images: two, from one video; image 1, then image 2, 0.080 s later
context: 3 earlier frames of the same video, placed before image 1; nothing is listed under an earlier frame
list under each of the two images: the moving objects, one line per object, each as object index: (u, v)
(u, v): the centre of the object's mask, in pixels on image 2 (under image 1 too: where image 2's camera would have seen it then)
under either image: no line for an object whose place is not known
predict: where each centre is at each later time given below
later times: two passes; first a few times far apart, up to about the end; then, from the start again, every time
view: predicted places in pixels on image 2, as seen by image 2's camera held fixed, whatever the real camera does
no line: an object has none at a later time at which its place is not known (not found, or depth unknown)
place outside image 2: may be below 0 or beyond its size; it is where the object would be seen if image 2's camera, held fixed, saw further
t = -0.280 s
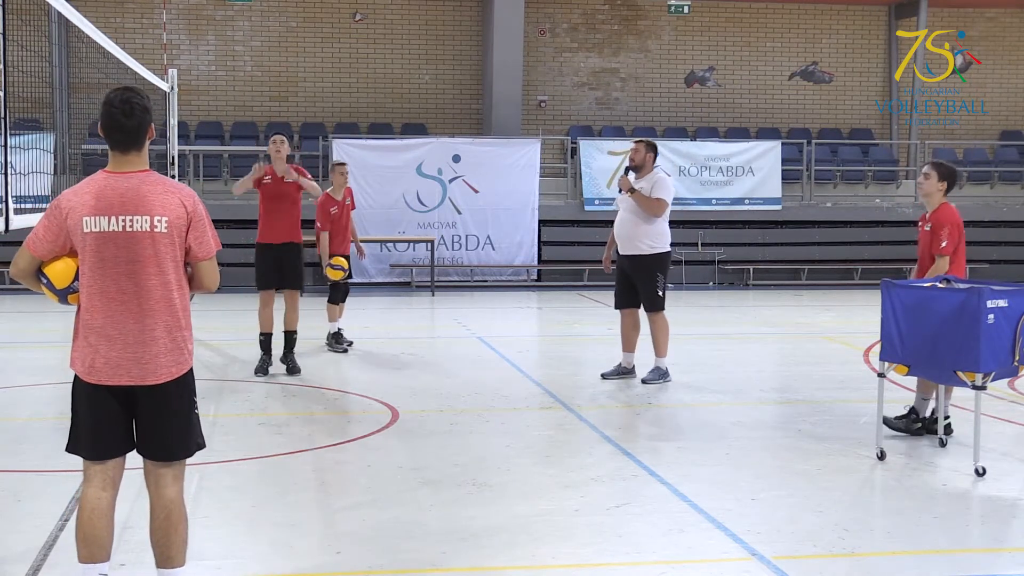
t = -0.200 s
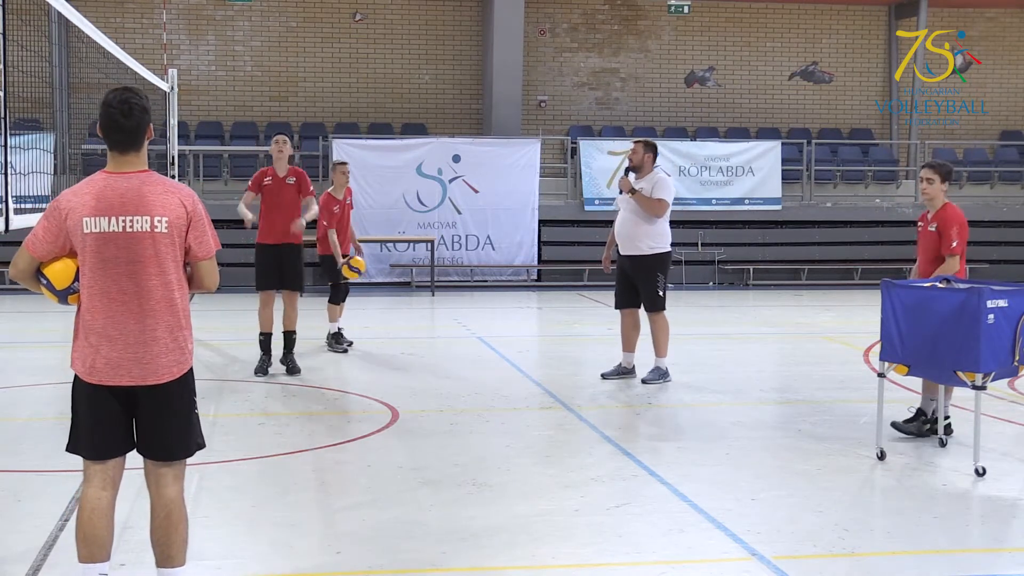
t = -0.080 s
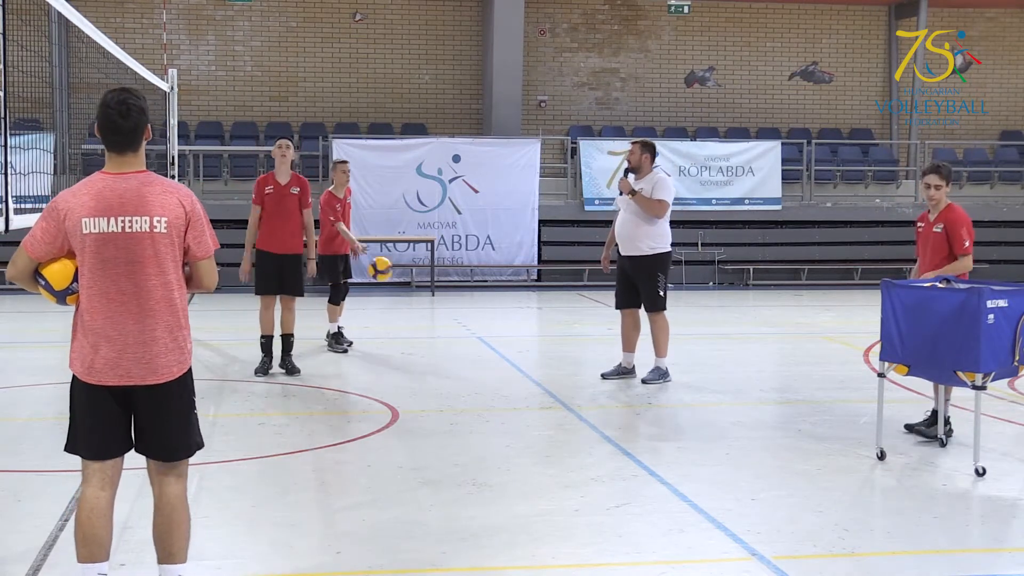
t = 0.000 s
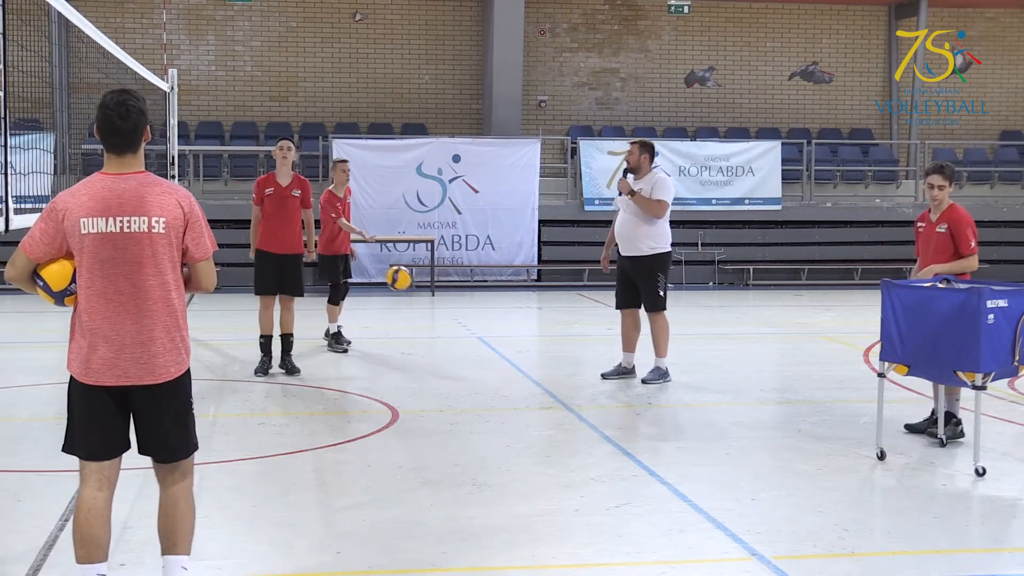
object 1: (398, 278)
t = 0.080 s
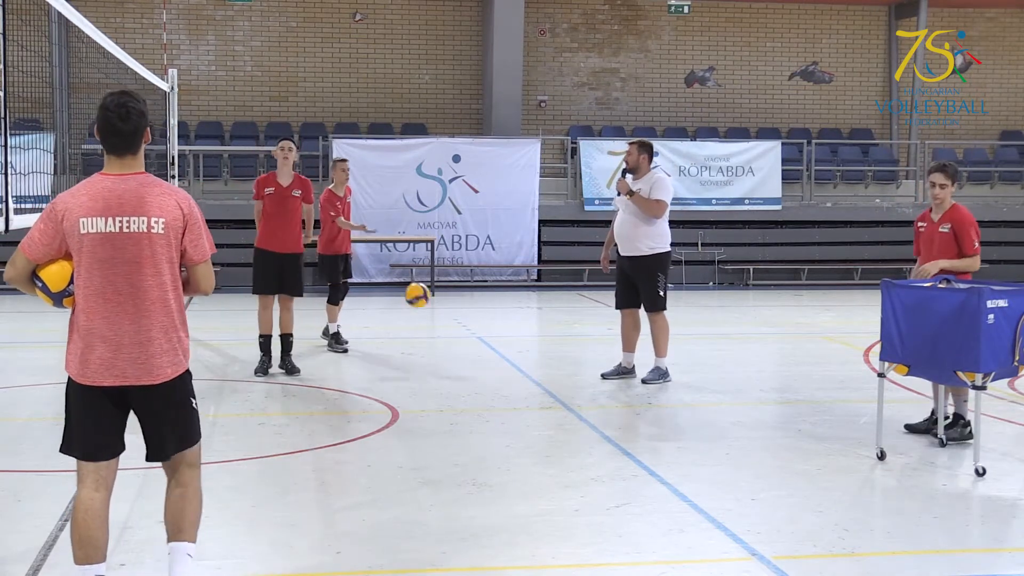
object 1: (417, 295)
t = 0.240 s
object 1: (456, 355)
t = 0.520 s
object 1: (511, 308)
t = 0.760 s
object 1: (560, 330)
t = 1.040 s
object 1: (620, 350)
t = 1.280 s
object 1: (674, 351)
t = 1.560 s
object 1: (740, 377)
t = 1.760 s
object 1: (789, 376)
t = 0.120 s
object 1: (426, 307)
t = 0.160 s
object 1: (436, 321)
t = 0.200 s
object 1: (445, 337)
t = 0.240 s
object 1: (456, 355)
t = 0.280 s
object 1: (464, 357)
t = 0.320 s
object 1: (472, 344)
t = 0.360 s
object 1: (479, 333)
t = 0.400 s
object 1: (487, 324)
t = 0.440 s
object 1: (495, 317)
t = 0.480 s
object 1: (503, 311)
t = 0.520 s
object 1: (511, 308)
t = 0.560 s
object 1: (519, 307)
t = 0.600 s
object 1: (528, 307)
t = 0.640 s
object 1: (535, 310)
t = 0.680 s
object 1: (544, 315)
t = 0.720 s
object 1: (552, 321)
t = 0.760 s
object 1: (560, 330)
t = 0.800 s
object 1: (568, 342)
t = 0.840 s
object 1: (577, 355)
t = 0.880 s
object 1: (585, 371)
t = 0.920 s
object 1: (594, 378)
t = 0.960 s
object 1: (602, 366)
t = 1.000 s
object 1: (611, 357)
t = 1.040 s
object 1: (620, 350)
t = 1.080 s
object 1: (628, 345)
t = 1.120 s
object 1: (638, 341)
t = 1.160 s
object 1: (647, 340)
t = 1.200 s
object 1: (656, 341)
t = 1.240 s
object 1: (664, 345)
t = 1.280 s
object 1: (674, 351)
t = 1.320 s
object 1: (683, 359)
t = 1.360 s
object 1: (692, 369)
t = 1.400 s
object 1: (701, 382)
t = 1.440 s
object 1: (711, 396)
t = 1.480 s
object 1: (720, 392)
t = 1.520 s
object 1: (730, 383)
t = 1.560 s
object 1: (740, 377)
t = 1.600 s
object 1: (749, 372)
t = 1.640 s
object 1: (759, 369)
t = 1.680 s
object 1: (769, 369)
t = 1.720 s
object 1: (778, 372)
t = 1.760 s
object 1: (789, 376)
